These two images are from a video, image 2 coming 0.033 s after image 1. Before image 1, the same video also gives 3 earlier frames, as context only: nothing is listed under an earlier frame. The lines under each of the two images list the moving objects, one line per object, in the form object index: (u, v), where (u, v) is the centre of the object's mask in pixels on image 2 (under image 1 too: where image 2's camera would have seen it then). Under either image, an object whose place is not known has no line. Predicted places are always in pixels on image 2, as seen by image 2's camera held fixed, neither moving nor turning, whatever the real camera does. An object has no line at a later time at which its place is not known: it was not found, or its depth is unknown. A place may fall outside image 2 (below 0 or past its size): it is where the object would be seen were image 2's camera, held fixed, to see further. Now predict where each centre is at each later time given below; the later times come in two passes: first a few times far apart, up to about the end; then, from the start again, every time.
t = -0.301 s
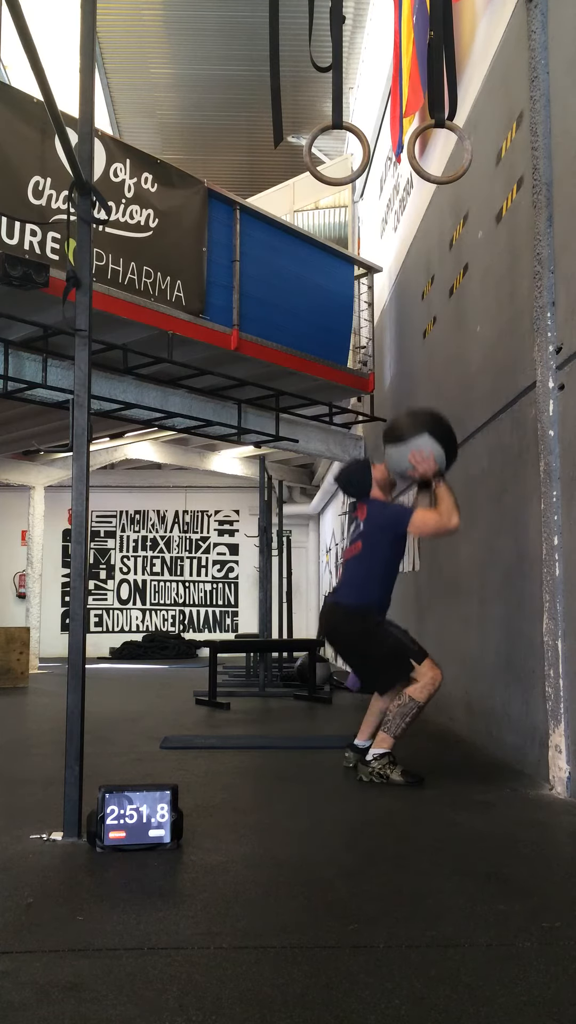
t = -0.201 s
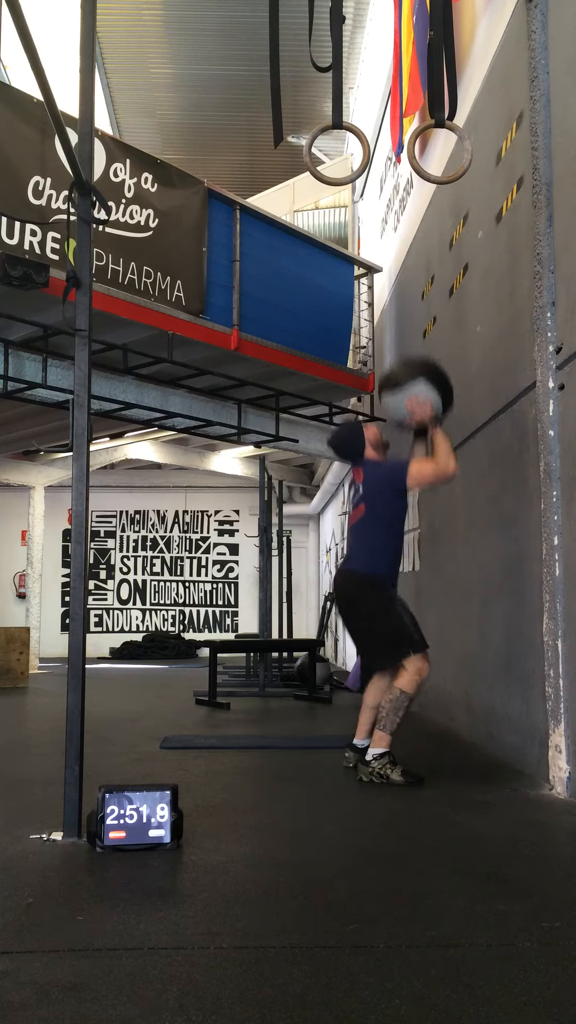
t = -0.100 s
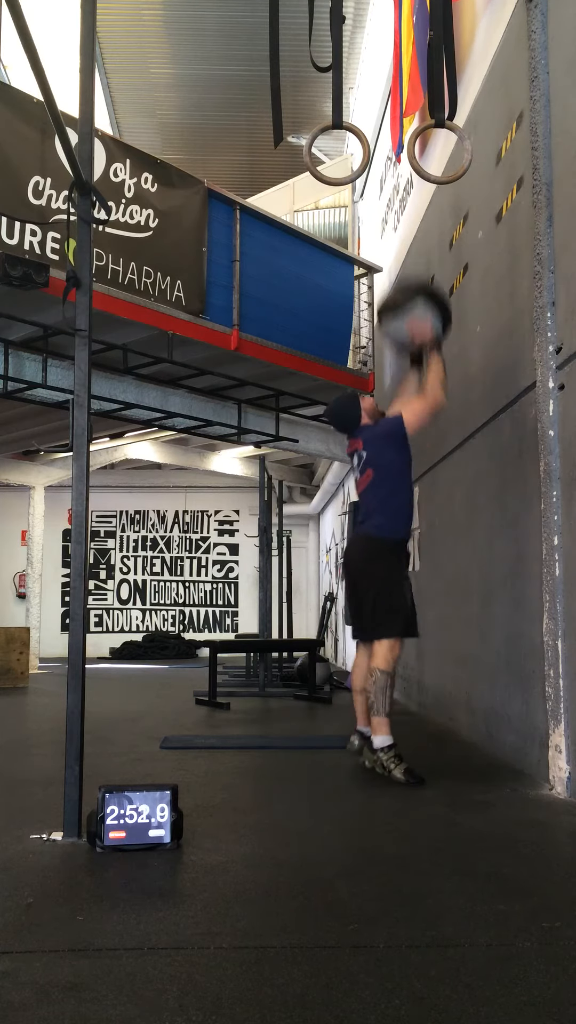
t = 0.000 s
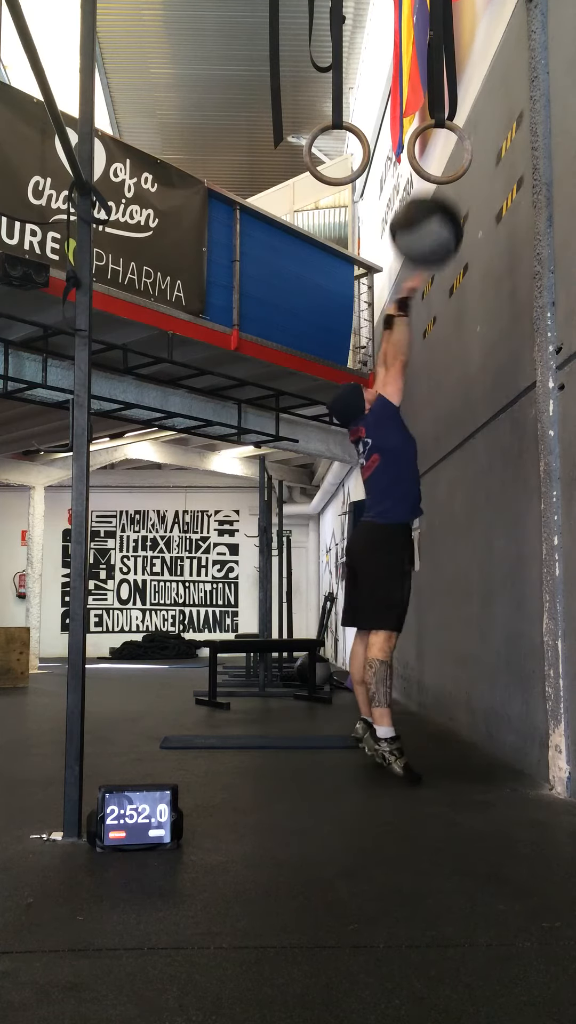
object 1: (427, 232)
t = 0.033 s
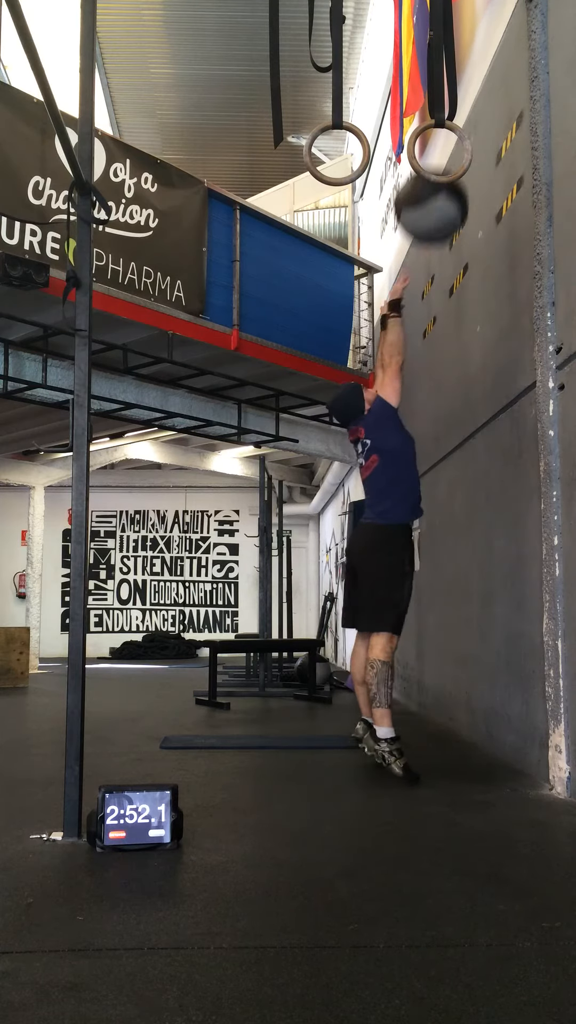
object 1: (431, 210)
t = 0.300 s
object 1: (479, 91)
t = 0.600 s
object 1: (462, 130)
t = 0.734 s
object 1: (445, 207)
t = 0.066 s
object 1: (436, 188)
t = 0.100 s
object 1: (439, 164)
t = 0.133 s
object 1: (447, 148)
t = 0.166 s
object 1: (455, 138)
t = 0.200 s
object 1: (464, 122)
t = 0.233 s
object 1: (474, 104)
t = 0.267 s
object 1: (477, 97)
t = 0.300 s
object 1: (479, 91)
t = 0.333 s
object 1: (481, 87)
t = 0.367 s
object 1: (482, 85)
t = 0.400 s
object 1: (481, 84)
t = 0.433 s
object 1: (479, 86)
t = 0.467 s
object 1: (478, 90)
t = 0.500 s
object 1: (477, 95)
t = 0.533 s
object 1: (475, 102)
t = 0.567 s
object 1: (467, 118)
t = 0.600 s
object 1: (462, 130)
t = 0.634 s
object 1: (455, 145)
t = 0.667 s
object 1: (451, 161)
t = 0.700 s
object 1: (447, 182)
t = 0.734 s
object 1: (445, 207)
